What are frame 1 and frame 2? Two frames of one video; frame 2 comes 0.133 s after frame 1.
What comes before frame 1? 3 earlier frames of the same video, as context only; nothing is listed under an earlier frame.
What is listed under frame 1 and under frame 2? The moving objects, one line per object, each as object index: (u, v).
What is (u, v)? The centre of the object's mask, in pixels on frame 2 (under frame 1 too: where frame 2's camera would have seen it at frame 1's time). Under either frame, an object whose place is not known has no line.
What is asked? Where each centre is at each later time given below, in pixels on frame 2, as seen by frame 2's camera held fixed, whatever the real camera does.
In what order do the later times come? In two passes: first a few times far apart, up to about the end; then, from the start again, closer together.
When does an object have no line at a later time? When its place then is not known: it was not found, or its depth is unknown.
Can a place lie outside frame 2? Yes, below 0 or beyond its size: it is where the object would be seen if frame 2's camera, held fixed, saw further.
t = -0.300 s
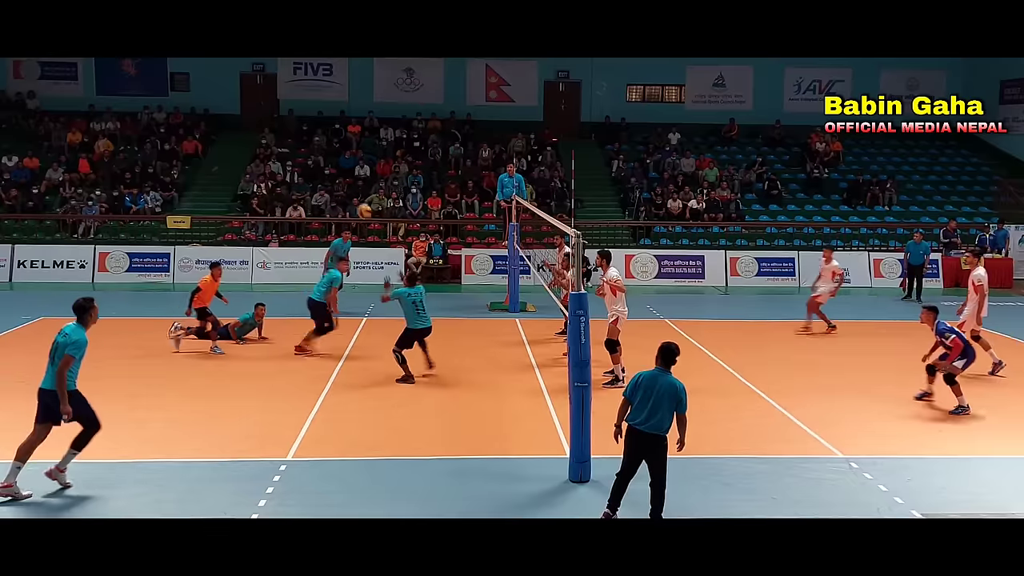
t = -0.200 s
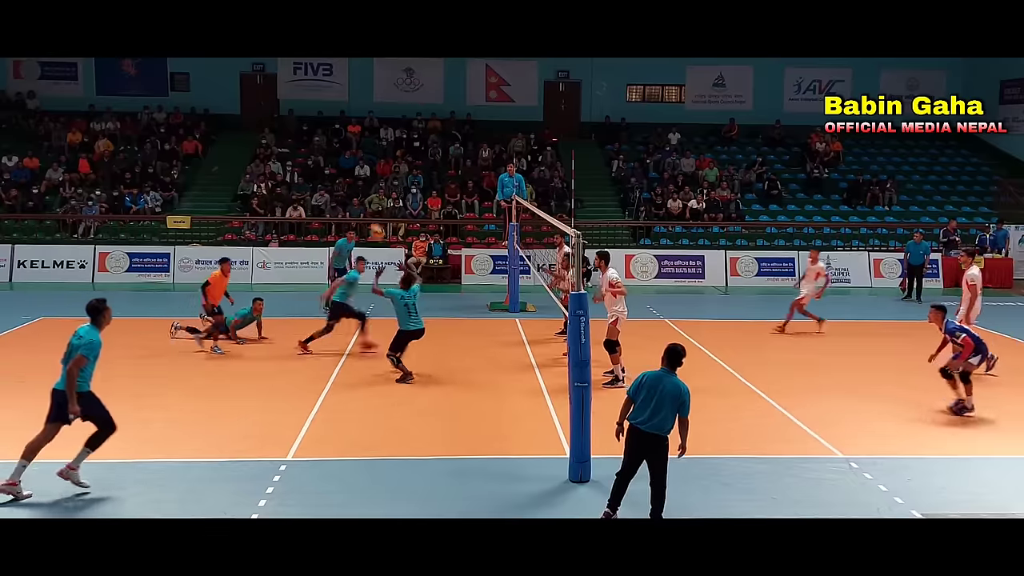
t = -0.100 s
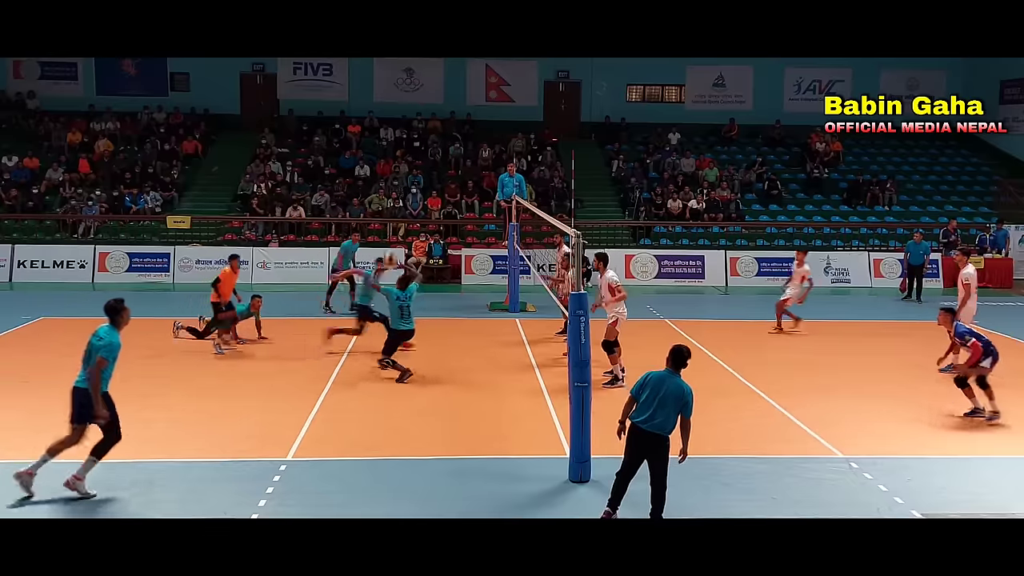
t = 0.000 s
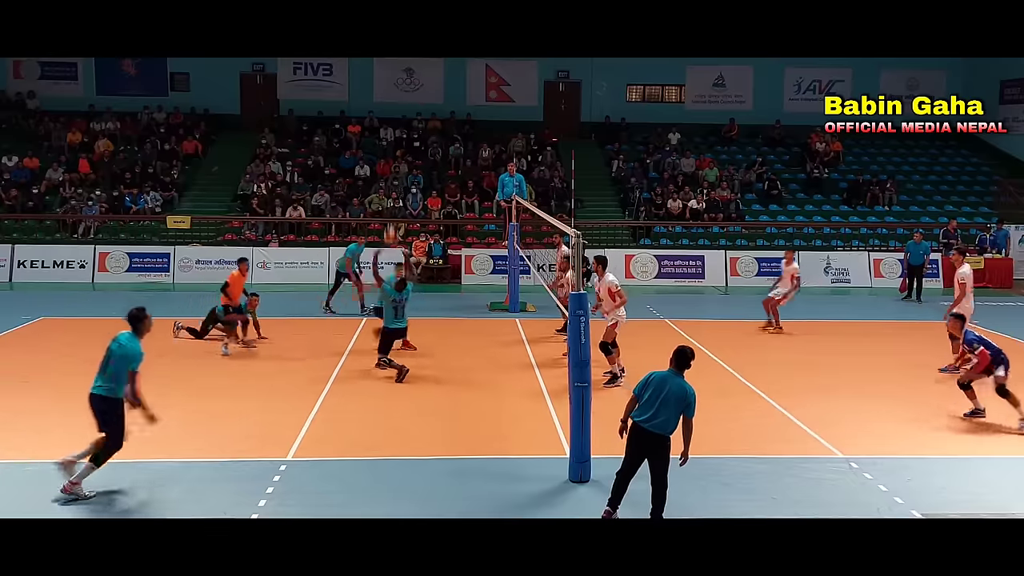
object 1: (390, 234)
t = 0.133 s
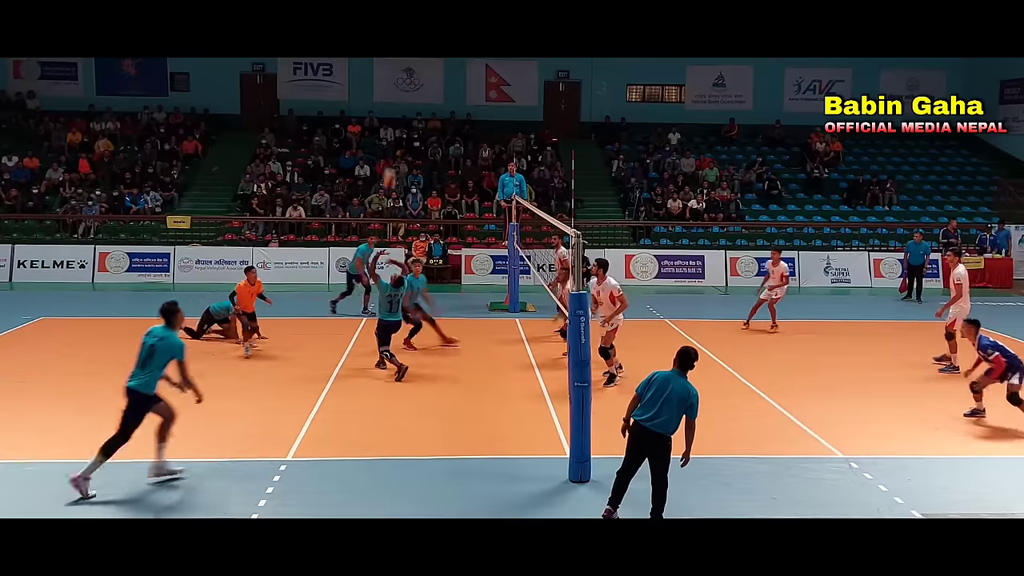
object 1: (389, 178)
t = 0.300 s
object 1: (386, 120)
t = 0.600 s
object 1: (380, 63)
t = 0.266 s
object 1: (387, 131)
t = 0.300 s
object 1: (386, 120)
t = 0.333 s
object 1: (385, 111)
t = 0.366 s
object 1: (385, 101)
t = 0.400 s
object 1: (384, 93)
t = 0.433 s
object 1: (383, 86)
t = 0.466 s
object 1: (383, 79)
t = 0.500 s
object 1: (382, 74)
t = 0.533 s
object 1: (381, 69)
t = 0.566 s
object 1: (381, 65)
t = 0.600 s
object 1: (380, 63)
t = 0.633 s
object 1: (380, 62)
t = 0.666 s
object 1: (380, 61)
